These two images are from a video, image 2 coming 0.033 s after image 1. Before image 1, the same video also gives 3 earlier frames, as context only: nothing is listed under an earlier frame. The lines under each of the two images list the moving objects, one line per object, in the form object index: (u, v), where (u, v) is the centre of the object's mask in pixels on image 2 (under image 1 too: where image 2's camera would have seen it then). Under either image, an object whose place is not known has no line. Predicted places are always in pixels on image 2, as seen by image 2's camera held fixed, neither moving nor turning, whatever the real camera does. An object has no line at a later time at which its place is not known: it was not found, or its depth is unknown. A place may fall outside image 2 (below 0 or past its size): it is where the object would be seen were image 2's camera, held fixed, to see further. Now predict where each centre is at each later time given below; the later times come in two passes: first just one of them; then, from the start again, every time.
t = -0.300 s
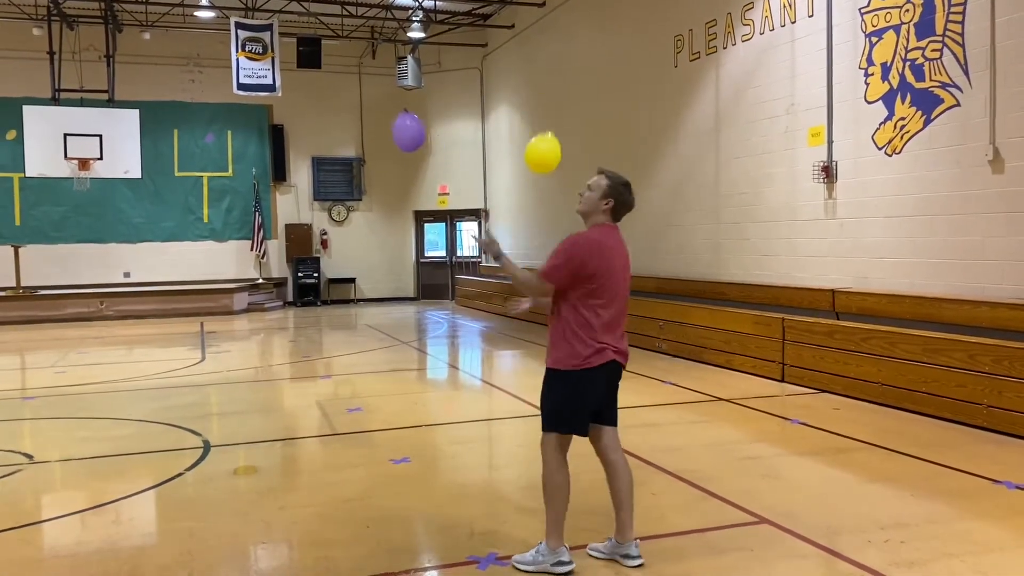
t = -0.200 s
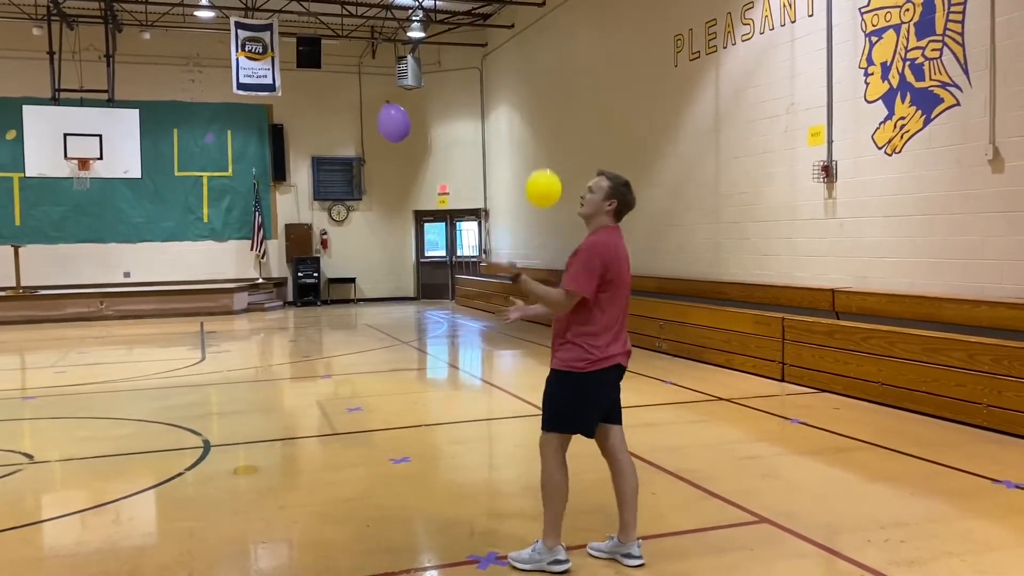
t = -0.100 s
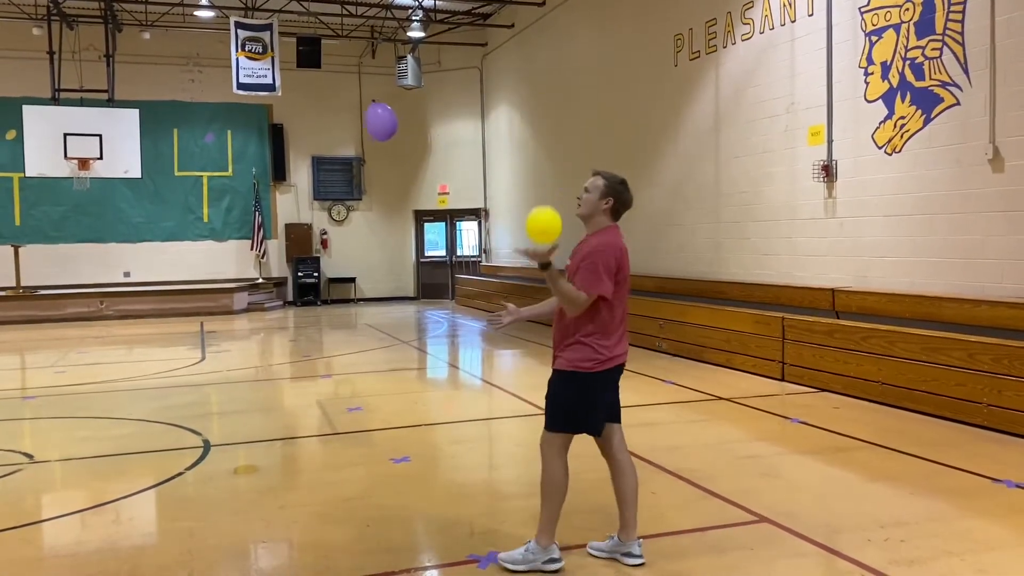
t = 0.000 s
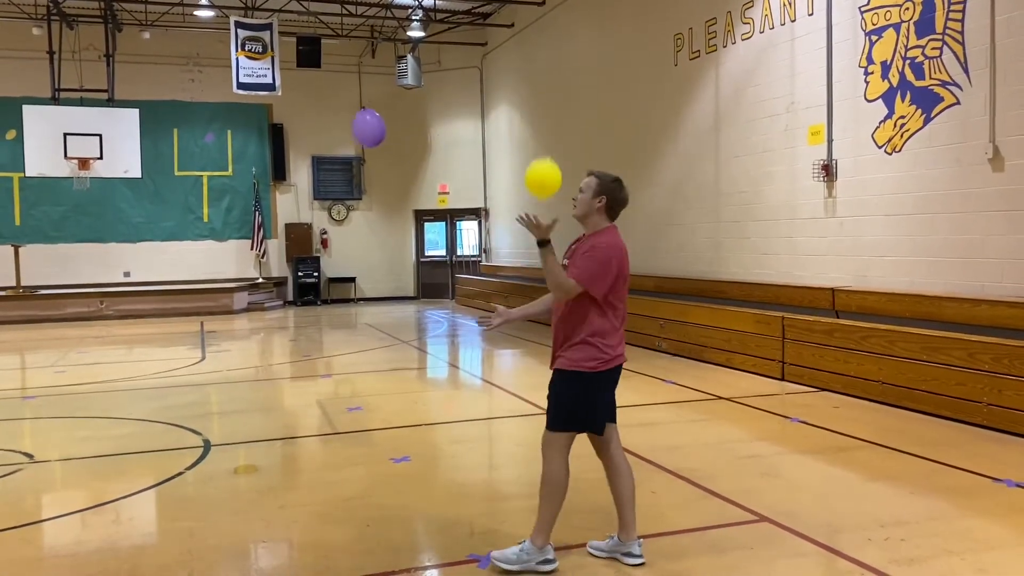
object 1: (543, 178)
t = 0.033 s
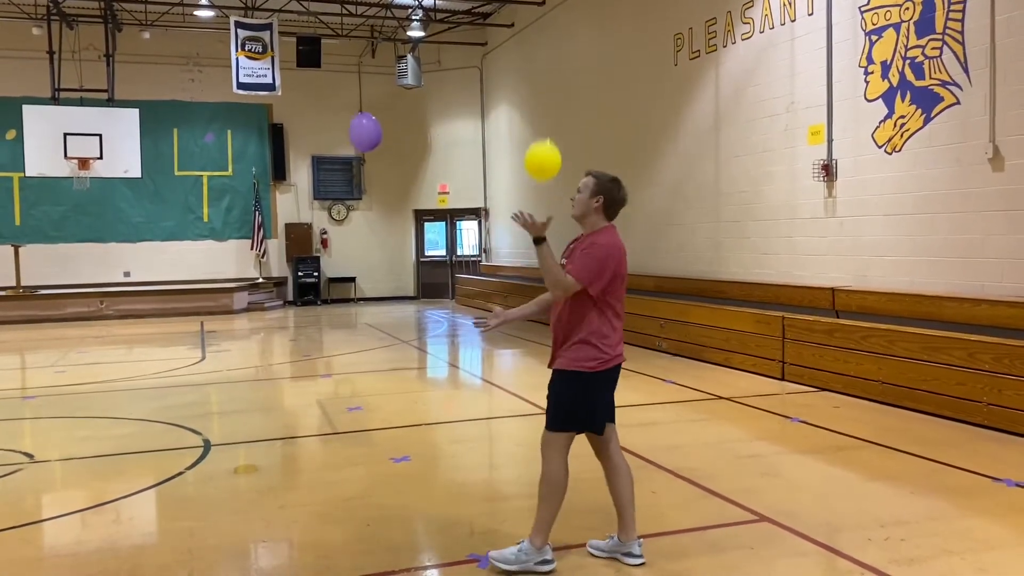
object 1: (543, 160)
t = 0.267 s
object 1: (539, 85)
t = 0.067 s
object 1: (543, 144)
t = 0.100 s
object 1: (542, 129)
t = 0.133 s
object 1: (542, 116)
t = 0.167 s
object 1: (541, 106)
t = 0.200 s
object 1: (540, 97)
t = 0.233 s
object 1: (540, 90)
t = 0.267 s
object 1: (539, 85)
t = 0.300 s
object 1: (539, 81)
